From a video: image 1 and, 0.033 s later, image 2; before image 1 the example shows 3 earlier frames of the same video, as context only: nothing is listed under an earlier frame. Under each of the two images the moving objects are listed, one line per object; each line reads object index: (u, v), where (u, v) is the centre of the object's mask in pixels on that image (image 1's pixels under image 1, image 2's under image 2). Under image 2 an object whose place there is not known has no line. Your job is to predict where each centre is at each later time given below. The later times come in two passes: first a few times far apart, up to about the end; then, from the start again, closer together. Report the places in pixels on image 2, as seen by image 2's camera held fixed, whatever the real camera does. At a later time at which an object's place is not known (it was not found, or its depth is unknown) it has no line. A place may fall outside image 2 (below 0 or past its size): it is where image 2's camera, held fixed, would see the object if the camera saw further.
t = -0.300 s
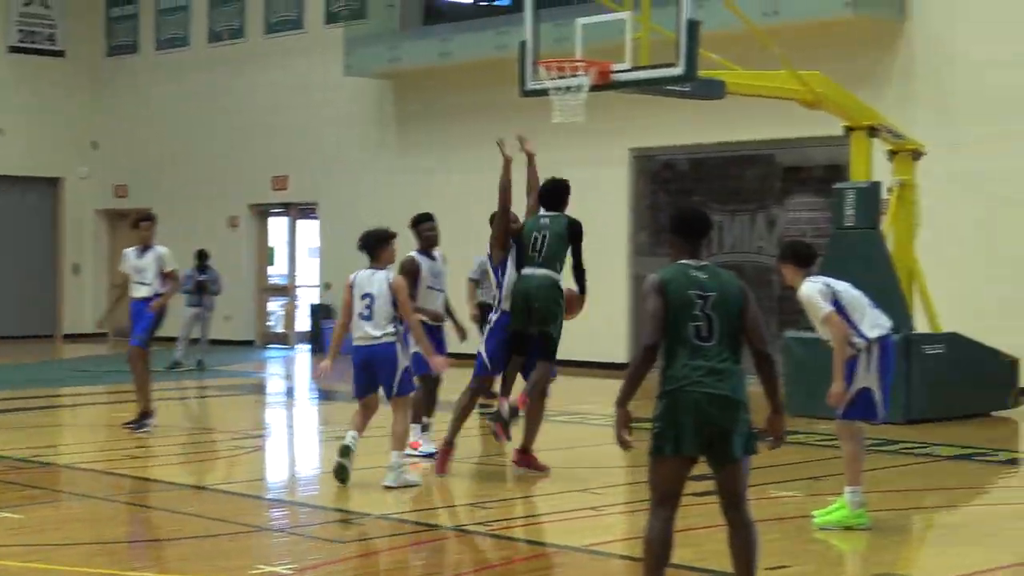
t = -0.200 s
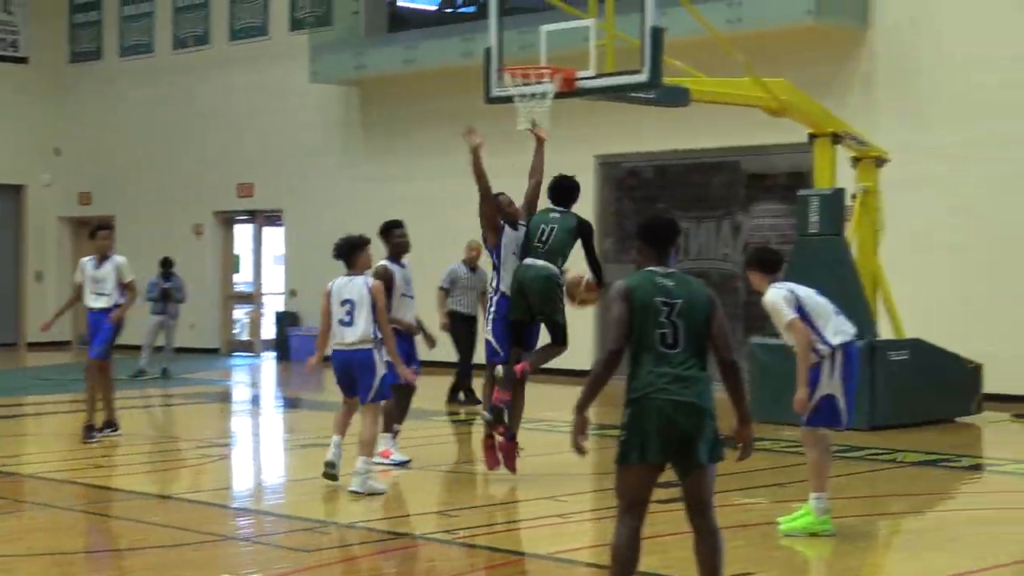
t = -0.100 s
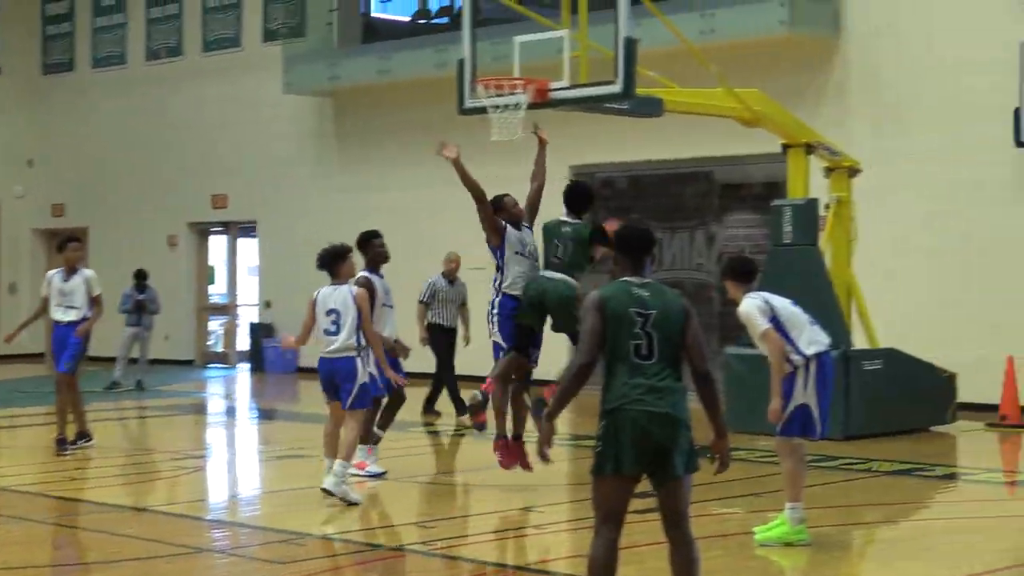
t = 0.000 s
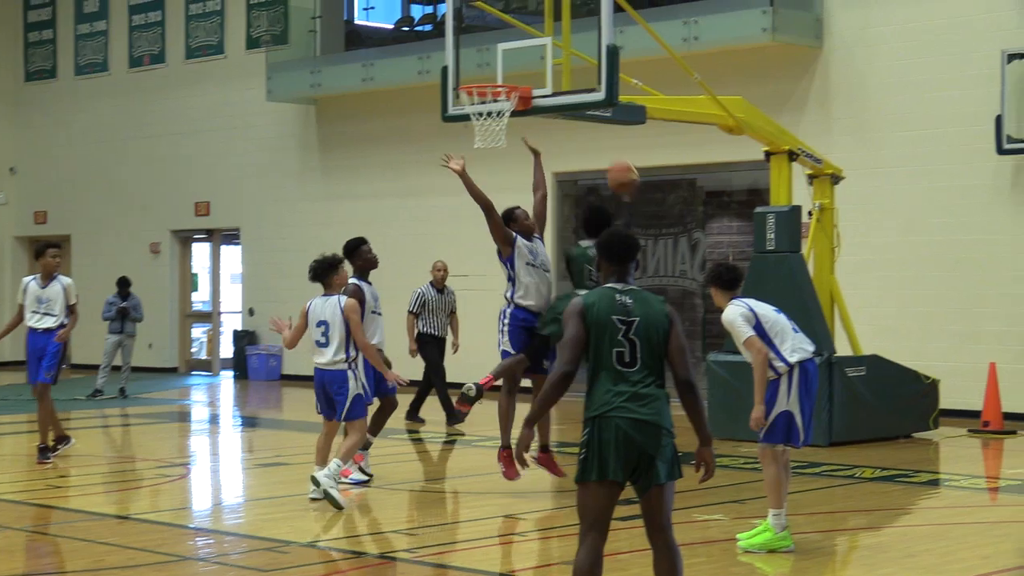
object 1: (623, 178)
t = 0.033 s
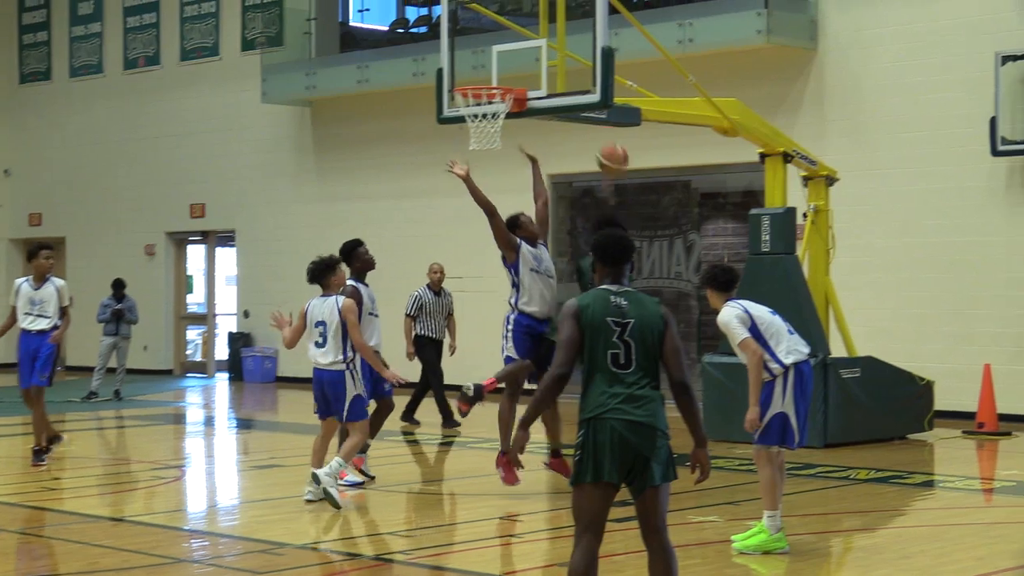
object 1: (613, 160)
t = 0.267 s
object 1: (571, 74)
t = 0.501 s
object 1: (508, 67)
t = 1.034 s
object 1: (488, 123)
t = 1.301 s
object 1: (471, 152)
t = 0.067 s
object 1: (607, 142)
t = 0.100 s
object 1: (601, 127)
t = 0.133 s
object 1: (595, 113)
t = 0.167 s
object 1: (589, 100)
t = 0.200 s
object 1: (585, 90)
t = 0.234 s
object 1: (581, 81)
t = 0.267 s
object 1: (571, 74)
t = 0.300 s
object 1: (562, 68)
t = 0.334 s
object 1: (553, 65)
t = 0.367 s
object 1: (543, 63)
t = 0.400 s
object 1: (535, 61)
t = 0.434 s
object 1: (525, 61)
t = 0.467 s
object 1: (516, 63)
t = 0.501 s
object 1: (508, 67)
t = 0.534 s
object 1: (499, 71)
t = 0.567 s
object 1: (489, 75)
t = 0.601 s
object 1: (481, 78)
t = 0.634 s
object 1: (477, 79)
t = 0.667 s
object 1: (474, 79)
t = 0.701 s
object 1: (470, 87)
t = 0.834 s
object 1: (498, 103)
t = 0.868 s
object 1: (500, 108)
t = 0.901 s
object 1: (501, 110)
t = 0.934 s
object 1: (497, 110)
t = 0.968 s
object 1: (497, 116)
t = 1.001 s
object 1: (493, 119)
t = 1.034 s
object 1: (488, 123)
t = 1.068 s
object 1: (485, 124)
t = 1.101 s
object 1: (481, 127)
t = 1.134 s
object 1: (478, 130)
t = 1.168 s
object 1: (475, 133)
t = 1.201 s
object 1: (473, 137)
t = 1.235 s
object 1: (472, 148)
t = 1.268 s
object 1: (472, 149)
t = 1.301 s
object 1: (471, 152)
